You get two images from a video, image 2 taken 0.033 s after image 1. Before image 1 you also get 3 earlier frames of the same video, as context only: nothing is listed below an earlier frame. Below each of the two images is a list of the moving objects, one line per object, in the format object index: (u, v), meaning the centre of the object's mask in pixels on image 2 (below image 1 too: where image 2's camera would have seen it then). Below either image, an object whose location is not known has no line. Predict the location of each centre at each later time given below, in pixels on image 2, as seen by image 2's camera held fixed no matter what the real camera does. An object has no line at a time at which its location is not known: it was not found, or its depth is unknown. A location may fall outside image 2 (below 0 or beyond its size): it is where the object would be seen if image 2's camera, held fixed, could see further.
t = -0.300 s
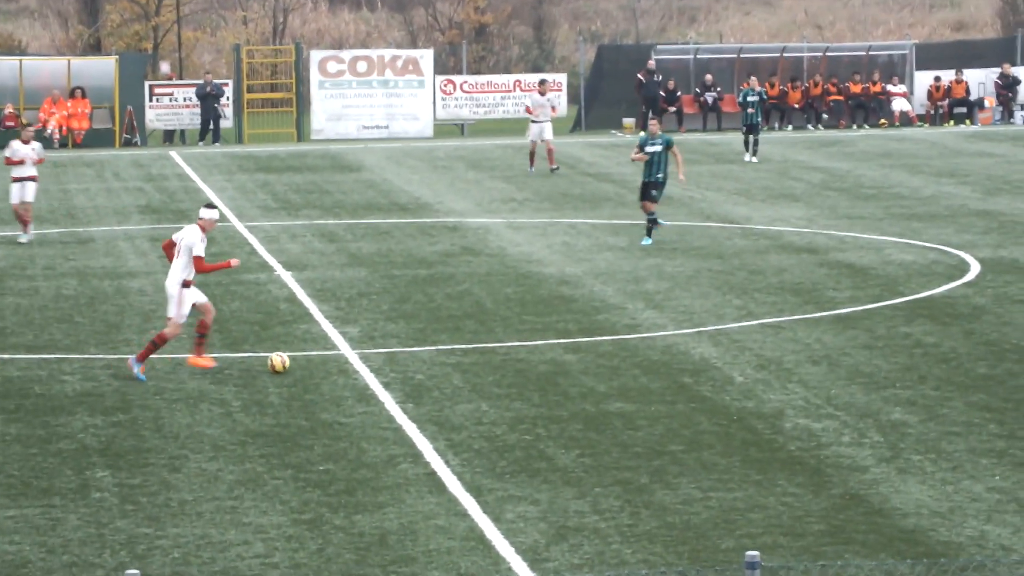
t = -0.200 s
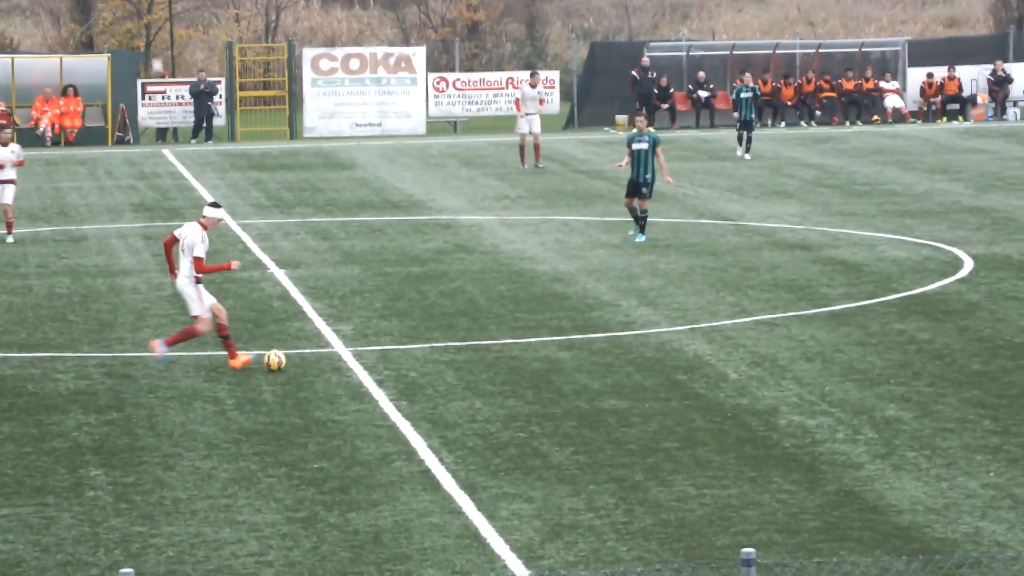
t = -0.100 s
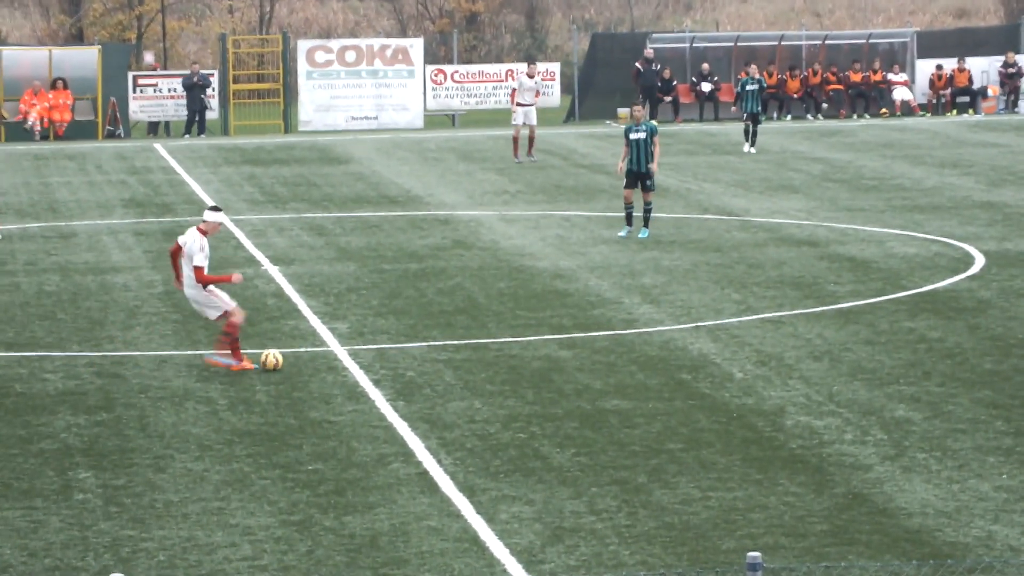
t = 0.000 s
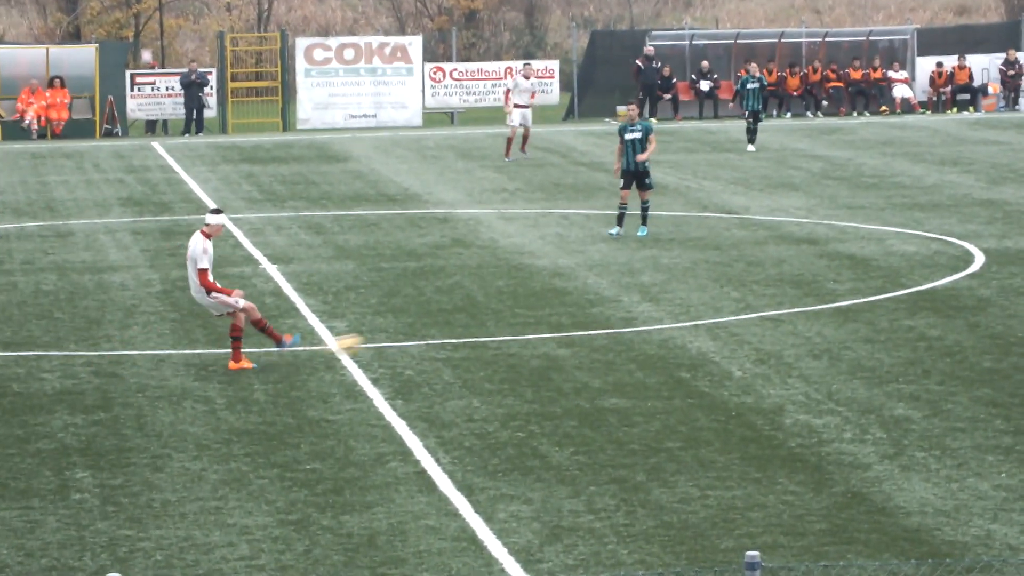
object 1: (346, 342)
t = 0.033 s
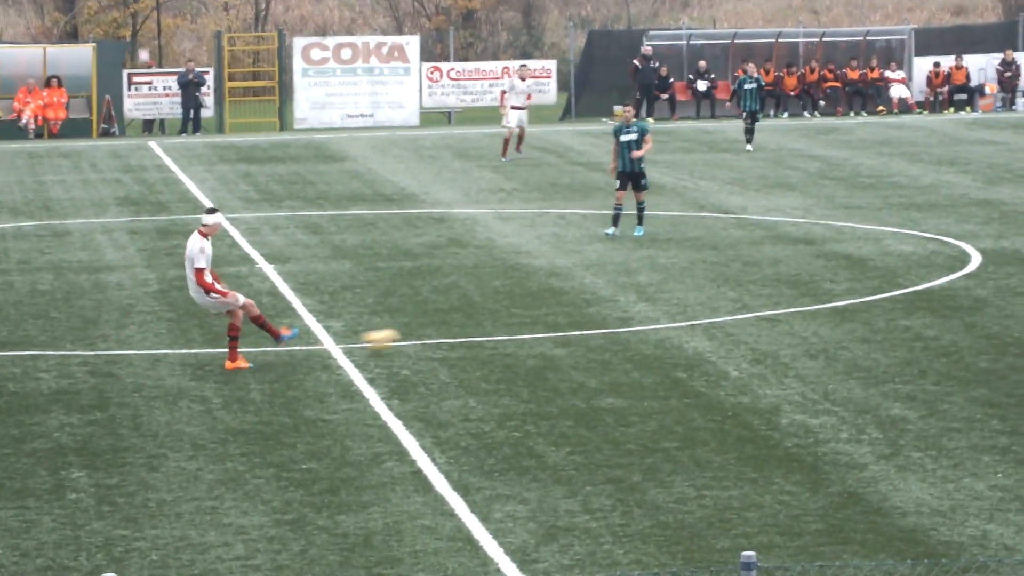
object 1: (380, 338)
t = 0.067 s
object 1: (419, 334)
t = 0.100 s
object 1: (456, 332)
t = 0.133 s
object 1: (491, 328)
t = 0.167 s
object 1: (525, 322)
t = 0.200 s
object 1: (557, 316)
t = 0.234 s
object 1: (588, 313)
